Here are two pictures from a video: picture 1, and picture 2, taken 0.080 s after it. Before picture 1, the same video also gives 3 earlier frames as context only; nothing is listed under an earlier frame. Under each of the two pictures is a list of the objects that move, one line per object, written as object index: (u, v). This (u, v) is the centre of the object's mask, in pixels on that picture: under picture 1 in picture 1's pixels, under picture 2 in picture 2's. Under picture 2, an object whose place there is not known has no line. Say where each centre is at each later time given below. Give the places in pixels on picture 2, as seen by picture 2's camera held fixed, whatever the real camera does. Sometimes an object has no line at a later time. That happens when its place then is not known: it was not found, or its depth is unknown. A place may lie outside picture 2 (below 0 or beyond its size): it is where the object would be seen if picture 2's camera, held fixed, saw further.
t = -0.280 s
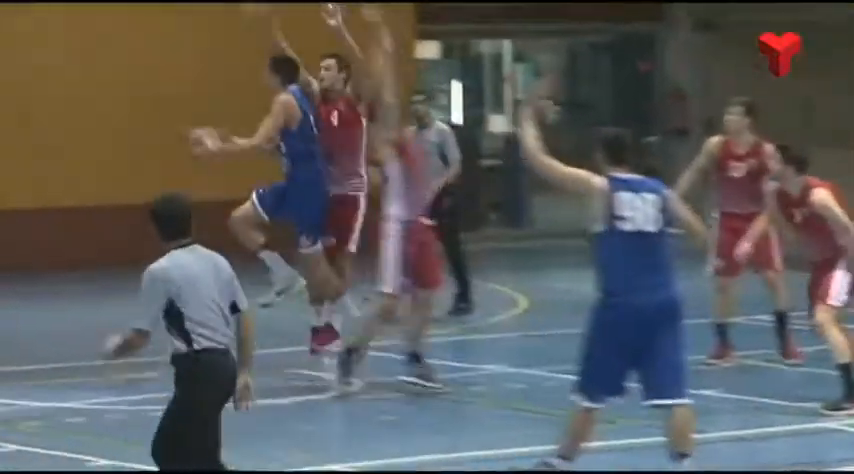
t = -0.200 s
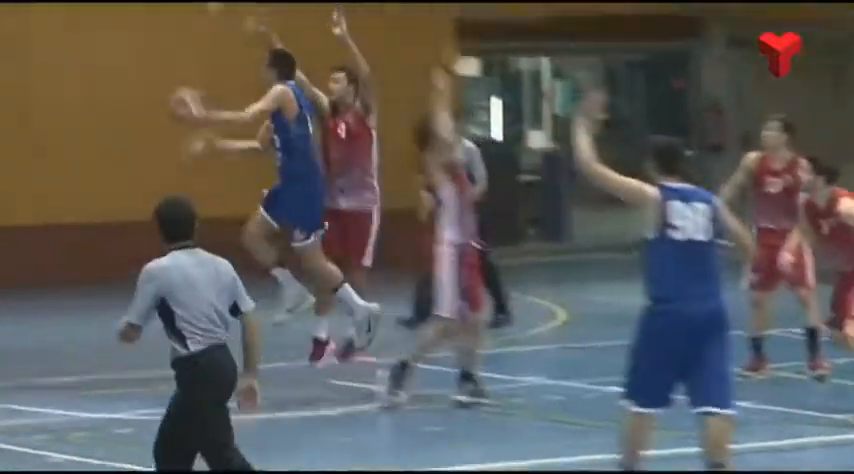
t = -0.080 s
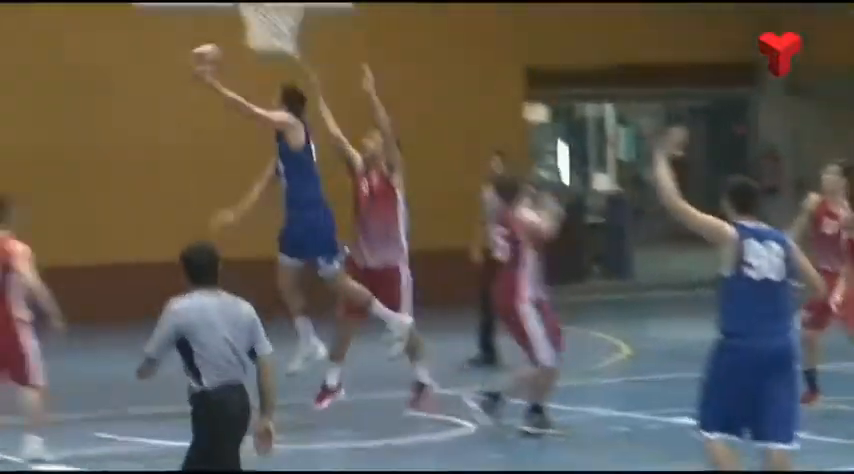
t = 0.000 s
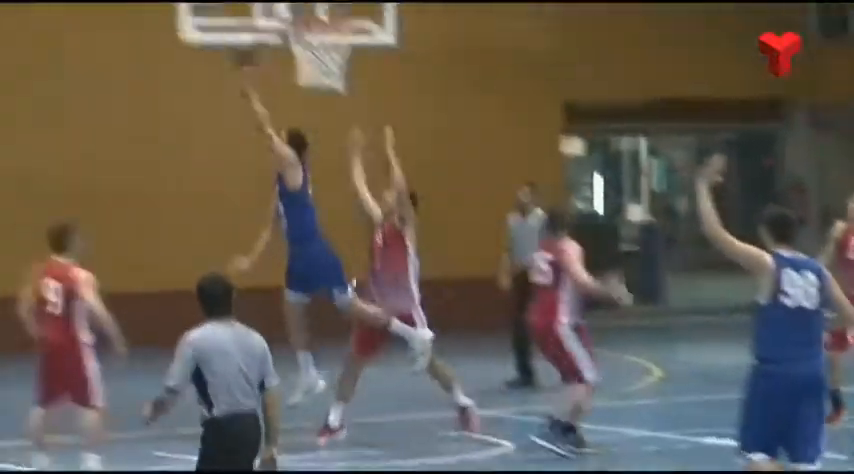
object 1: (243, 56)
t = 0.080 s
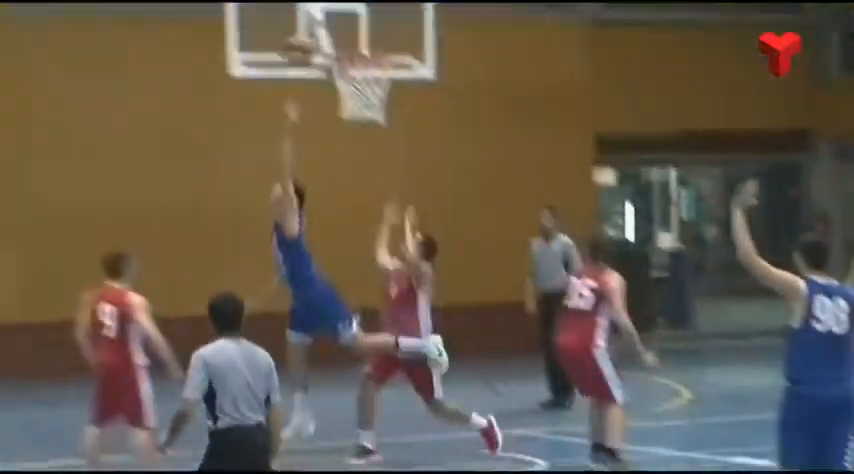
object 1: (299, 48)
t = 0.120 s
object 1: (296, 33)
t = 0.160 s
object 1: (297, 26)
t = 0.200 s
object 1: (304, 14)
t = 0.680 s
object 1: (356, 88)
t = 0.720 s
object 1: (353, 105)
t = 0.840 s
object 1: (332, 159)
